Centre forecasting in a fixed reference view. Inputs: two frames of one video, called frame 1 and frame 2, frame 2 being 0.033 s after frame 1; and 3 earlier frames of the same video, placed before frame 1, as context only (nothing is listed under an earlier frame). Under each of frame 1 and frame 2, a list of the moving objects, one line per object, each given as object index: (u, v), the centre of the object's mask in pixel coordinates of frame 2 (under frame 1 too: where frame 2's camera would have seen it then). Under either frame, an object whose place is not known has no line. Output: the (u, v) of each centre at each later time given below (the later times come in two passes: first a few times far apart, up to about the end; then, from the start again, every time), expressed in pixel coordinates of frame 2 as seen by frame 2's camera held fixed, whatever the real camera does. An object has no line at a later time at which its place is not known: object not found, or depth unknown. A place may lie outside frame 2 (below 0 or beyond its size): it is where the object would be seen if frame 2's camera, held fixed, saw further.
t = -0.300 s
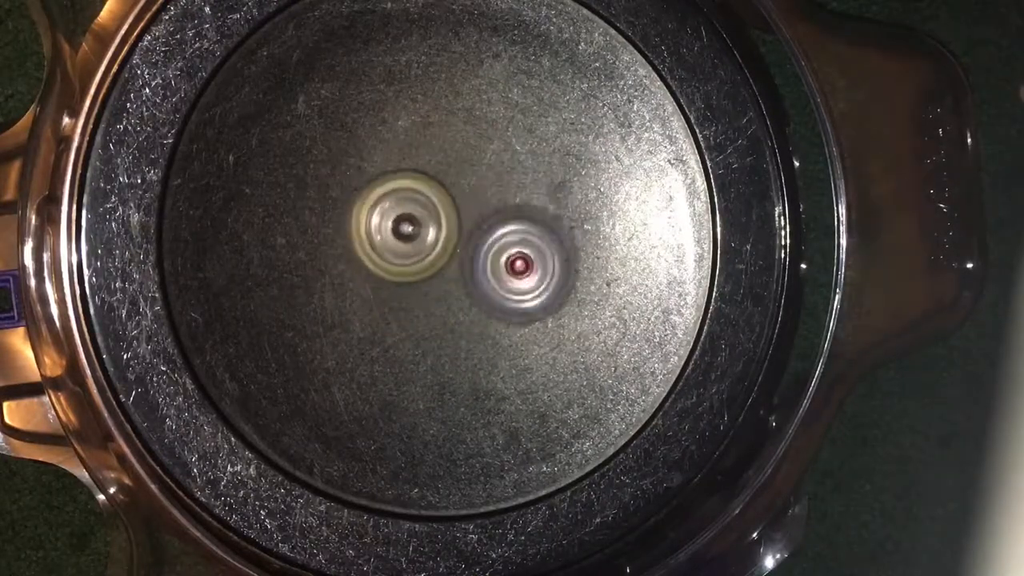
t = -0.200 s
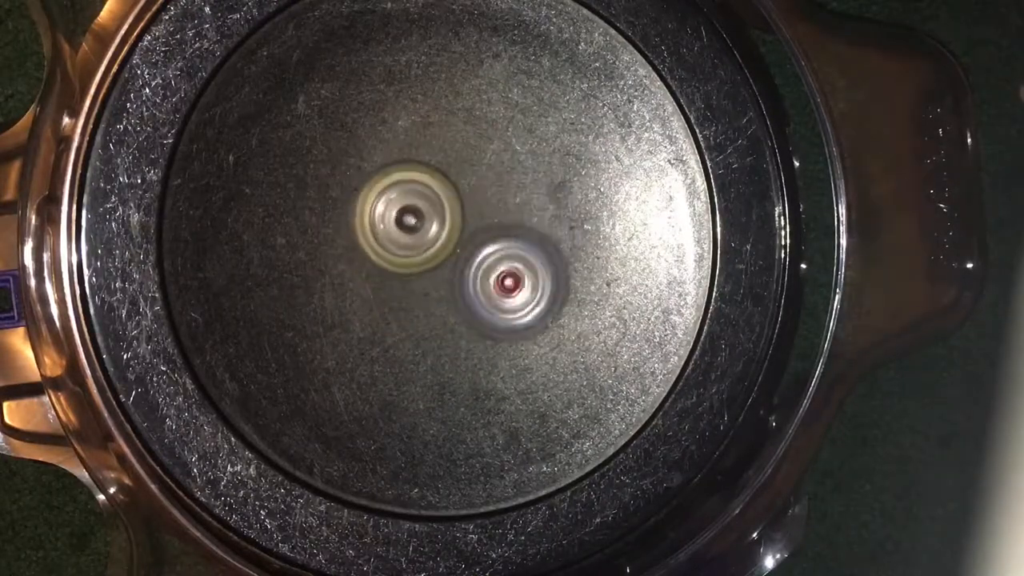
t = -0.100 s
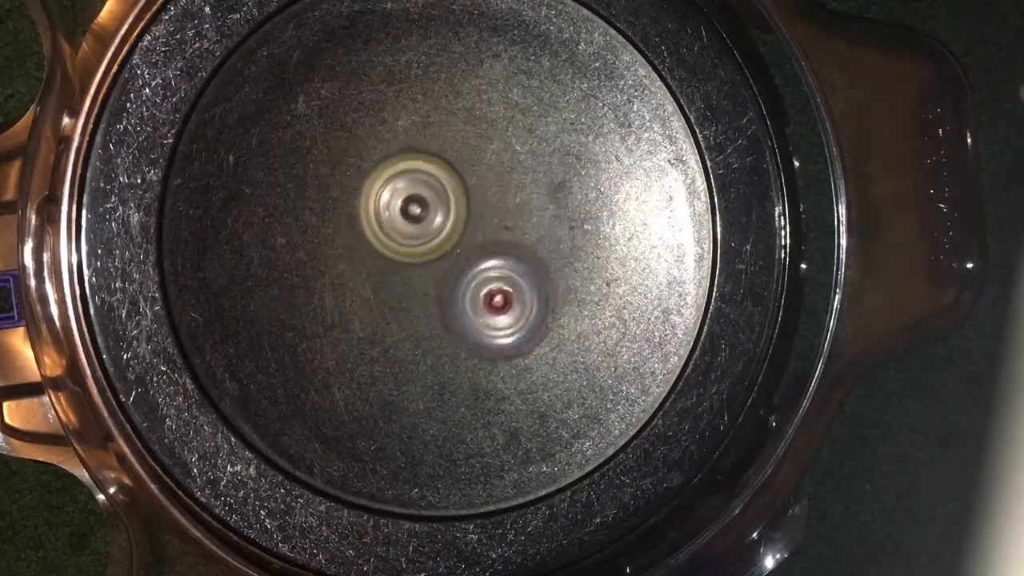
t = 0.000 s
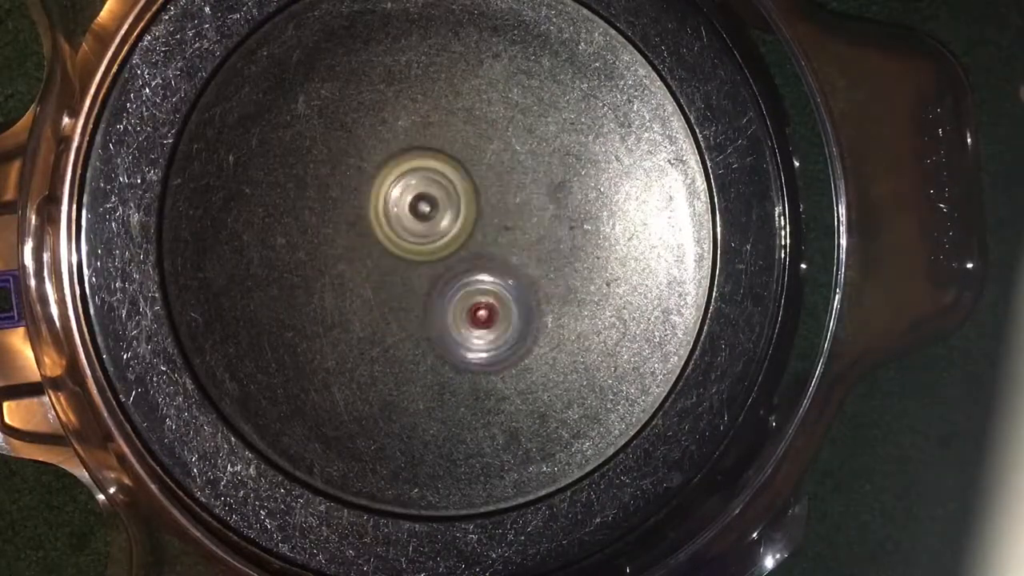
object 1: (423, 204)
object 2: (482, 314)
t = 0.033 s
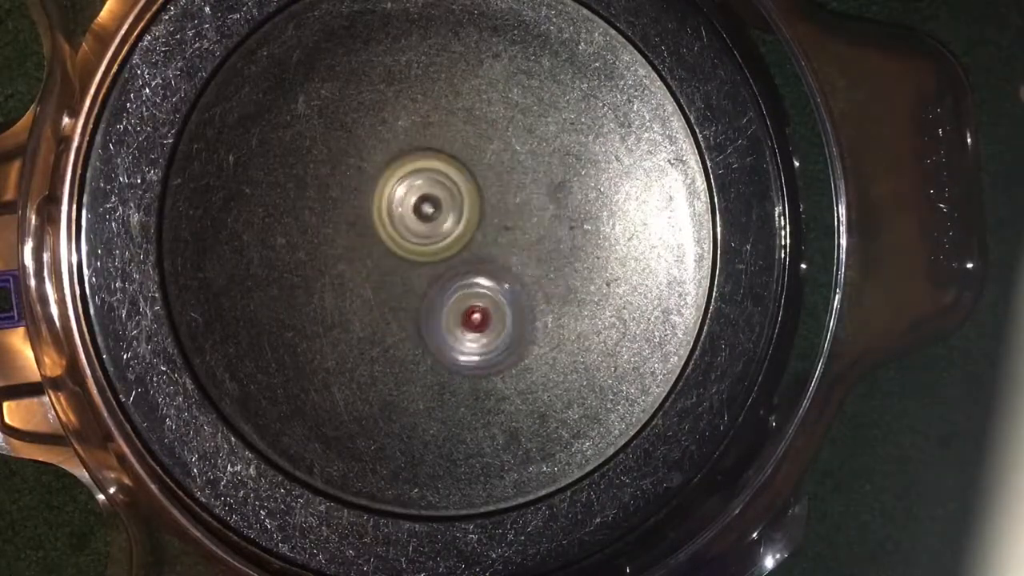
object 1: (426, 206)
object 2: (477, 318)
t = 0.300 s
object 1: (456, 212)
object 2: (429, 330)
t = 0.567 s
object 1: (482, 222)
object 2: (389, 301)
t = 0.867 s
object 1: (489, 243)
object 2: (370, 237)
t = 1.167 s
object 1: (476, 268)
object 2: (389, 186)
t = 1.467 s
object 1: (447, 286)
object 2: (442, 166)
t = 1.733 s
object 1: (420, 286)
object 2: (490, 185)
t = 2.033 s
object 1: (399, 265)
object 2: (518, 233)
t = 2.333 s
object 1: (398, 230)
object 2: (506, 283)
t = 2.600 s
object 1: (416, 205)
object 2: (468, 314)
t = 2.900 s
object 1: (453, 200)
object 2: (409, 318)
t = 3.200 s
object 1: (482, 227)
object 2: (326, 309)
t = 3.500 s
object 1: (503, 262)
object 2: (361, 238)
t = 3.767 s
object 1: (485, 274)
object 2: (381, 185)
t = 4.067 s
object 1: (450, 297)
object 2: (423, 130)
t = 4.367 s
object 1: (415, 293)
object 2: (448, 157)
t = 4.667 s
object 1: (394, 324)
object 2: (494, 120)
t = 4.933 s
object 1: (401, 290)
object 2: (519, 228)
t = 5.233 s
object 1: (427, 246)
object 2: (605, 201)
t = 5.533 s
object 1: (394, 237)
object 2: (589, 191)
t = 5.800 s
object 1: (400, 258)
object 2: (525, 228)
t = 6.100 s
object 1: (390, 278)
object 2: (511, 299)
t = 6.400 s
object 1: (395, 270)
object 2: (507, 316)
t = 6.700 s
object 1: (405, 243)
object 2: (524, 297)
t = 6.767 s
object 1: (404, 235)
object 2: (517, 286)
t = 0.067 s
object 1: (430, 207)
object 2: (470, 321)
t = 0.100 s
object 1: (434, 208)
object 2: (464, 324)
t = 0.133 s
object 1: (437, 208)
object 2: (457, 325)
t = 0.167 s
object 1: (441, 208)
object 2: (452, 328)
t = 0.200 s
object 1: (444, 209)
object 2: (446, 329)
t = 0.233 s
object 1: (448, 209)
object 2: (441, 330)
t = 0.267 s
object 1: (452, 210)
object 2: (435, 329)
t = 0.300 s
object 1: (456, 212)
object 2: (429, 330)
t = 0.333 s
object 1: (460, 212)
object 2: (424, 326)
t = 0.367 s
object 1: (464, 213)
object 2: (418, 324)
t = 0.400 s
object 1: (468, 214)
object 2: (412, 325)
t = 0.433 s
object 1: (471, 215)
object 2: (408, 318)
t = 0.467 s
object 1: (473, 217)
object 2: (405, 314)
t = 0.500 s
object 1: (477, 218)
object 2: (399, 309)
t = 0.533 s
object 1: (479, 220)
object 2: (395, 305)
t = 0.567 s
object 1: (482, 222)
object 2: (389, 301)
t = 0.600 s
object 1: (484, 224)
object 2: (385, 296)
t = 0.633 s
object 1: (487, 227)
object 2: (381, 287)
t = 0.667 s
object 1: (488, 229)
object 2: (376, 282)
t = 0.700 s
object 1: (490, 231)
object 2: (373, 275)
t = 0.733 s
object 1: (490, 234)
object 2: (371, 266)
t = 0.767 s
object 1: (490, 236)
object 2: (371, 258)
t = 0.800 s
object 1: (489, 238)
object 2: (371, 250)
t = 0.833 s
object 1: (489, 241)
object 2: (371, 243)
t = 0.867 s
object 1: (489, 243)
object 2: (370, 237)
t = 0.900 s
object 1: (490, 246)
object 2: (370, 231)
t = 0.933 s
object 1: (488, 249)
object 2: (369, 225)
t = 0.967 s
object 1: (487, 251)
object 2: (372, 218)
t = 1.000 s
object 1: (486, 254)
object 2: (374, 210)
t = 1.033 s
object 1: (486, 257)
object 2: (376, 205)
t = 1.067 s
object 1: (484, 260)
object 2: (379, 199)
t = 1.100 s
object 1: (482, 264)
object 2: (379, 195)
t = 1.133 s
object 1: (480, 266)
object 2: (385, 191)
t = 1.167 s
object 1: (476, 268)
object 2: (389, 186)
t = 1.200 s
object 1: (474, 270)
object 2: (394, 181)
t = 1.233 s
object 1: (471, 273)
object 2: (399, 178)
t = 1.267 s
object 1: (468, 275)
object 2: (406, 174)
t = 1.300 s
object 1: (464, 277)
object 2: (413, 171)
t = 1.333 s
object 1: (461, 280)
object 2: (419, 169)
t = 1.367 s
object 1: (458, 282)
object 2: (425, 168)
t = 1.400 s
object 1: (454, 283)
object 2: (431, 166)
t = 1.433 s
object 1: (451, 284)
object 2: (436, 166)
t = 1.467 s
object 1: (447, 286)
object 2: (442, 166)
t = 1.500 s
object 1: (443, 287)
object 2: (448, 167)
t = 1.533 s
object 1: (440, 288)
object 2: (455, 168)
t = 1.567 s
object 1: (436, 288)
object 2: (461, 171)
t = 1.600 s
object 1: (433, 288)
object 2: (468, 174)
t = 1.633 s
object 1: (429, 289)
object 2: (473, 176)
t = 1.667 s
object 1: (426, 289)
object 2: (479, 179)
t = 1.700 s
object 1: (422, 288)
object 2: (485, 181)
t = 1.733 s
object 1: (420, 286)
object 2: (490, 185)
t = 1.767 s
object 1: (417, 285)
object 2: (494, 190)
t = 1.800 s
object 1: (415, 282)
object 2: (498, 195)
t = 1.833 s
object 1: (412, 280)
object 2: (503, 200)
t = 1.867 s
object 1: (410, 278)
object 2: (506, 206)
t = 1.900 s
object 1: (407, 276)
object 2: (509, 212)
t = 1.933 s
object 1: (405, 274)
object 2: (513, 217)
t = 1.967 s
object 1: (403, 271)
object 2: (515, 223)
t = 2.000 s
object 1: (401, 268)
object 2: (517, 230)
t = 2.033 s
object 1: (399, 265)
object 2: (518, 233)
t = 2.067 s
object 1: (397, 261)
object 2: (519, 242)
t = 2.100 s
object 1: (396, 257)
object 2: (519, 248)
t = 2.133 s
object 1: (396, 254)
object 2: (518, 252)
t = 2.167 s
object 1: (397, 250)
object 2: (518, 258)
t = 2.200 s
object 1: (397, 247)
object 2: (517, 261)
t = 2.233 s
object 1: (397, 242)
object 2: (515, 267)
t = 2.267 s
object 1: (397, 238)
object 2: (513, 272)
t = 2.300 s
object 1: (397, 234)
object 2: (510, 279)
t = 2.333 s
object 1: (398, 230)
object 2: (506, 283)
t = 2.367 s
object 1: (398, 225)
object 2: (503, 289)
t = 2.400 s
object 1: (399, 220)
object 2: (500, 293)
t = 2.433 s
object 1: (401, 216)
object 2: (495, 298)
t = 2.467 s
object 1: (403, 212)
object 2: (491, 302)
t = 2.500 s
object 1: (406, 210)
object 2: (485, 304)
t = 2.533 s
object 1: (409, 208)
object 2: (479, 308)
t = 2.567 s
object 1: (412, 207)
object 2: (472, 310)
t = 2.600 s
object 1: (416, 205)
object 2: (468, 314)
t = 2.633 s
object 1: (419, 203)
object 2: (461, 316)
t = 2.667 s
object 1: (422, 201)
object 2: (456, 317)
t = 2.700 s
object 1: (426, 199)
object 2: (450, 319)
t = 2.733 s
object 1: (431, 198)
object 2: (446, 319)
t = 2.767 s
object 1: (435, 199)
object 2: (440, 319)
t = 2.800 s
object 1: (439, 200)
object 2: (433, 322)
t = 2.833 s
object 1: (443, 200)
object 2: (427, 318)
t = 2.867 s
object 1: (448, 200)
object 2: (418, 318)
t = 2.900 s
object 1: (453, 200)
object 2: (409, 318)
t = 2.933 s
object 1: (458, 202)
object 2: (399, 313)
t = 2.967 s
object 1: (463, 203)
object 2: (387, 310)
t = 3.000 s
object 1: (467, 206)
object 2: (372, 307)
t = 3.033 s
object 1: (470, 209)
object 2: (356, 307)
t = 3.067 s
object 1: (473, 211)
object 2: (343, 307)
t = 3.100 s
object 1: (476, 215)
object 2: (333, 308)
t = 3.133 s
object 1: (479, 219)
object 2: (327, 309)
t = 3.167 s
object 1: (480, 223)
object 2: (325, 309)
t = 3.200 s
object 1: (482, 227)
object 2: (326, 309)
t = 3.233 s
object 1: (483, 230)
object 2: (329, 308)
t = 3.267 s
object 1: (484, 235)
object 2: (334, 306)
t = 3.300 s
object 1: (484, 239)
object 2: (339, 300)
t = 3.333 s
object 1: (483, 243)
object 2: (352, 292)
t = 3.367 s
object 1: (482, 247)
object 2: (361, 282)
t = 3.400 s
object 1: (482, 251)
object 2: (367, 271)
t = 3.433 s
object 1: (492, 256)
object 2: (361, 264)
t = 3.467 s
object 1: (499, 259)
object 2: (361, 250)
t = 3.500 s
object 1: (503, 262)
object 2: (361, 238)
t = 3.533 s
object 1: (503, 265)
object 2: (360, 230)
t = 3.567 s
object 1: (503, 267)
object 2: (359, 220)
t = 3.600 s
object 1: (501, 269)
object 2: (360, 213)
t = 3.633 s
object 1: (499, 270)
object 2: (360, 206)
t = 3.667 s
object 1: (496, 271)
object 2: (367, 198)
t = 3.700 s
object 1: (493, 272)
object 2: (371, 193)
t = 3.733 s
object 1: (489, 273)
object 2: (375, 188)
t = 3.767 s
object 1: (485, 274)
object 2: (381, 185)
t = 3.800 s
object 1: (482, 274)
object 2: (385, 181)
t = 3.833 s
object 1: (477, 275)
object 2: (392, 178)
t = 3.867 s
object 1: (472, 275)
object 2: (398, 175)
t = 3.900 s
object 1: (467, 276)
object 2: (406, 172)
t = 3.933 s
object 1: (463, 278)
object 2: (418, 167)
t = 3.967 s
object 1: (461, 286)
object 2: (420, 157)
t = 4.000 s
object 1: (459, 293)
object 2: (420, 147)
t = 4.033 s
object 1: (454, 296)
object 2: (422, 137)
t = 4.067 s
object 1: (450, 297)
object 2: (423, 130)
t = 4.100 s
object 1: (445, 297)
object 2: (423, 126)
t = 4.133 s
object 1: (442, 296)
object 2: (423, 124)
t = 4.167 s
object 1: (438, 294)
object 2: (423, 125)
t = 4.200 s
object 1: (435, 292)
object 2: (423, 126)
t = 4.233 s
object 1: (432, 289)
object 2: (423, 132)
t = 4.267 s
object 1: (429, 286)
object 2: (424, 138)
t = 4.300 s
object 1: (426, 283)
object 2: (428, 148)
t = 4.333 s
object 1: (425, 279)
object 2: (435, 154)
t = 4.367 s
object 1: (415, 293)
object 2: (448, 157)
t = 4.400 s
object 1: (402, 316)
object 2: (459, 143)
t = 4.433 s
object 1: (393, 331)
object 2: (467, 136)
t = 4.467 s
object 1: (390, 336)
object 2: (476, 126)
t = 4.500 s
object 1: (387, 338)
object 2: (486, 121)
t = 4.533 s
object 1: (387, 337)
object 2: (491, 117)
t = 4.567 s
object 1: (388, 335)
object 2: (494, 114)
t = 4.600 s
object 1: (389, 332)
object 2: (494, 114)
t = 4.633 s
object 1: (391, 328)
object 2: (494, 114)
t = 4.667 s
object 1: (394, 324)
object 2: (494, 120)
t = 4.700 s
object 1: (396, 319)
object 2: (493, 124)
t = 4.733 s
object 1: (398, 314)
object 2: (494, 133)
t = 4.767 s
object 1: (399, 309)
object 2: (491, 148)
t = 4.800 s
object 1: (402, 303)
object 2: (489, 158)
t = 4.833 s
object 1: (404, 298)
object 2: (488, 175)
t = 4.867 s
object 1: (407, 292)
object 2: (491, 196)
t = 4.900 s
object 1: (406, 289)
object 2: (502, 217)
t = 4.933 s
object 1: (401, 290)
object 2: (519, 228)
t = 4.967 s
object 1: (399, 288)
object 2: (531, 234)
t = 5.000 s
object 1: (400, 283)
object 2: (547, 239)
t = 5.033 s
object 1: (402, 277)
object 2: (564, 242)
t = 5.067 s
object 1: (405, 271)
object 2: (578, 242)
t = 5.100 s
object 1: (409, 265)
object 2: (592, 239)
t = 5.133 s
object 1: (413, 260)
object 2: (603, 233)
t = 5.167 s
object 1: (418, 256)
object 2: (611, 222)
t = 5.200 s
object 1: (422, 251)
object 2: (611, 209)
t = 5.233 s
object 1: (427, 246)
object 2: (605, 201)
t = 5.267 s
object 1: (433, 242)
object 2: (594, 194)
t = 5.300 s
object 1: (438, 237)
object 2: (578, 190)
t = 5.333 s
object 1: (443, 234)
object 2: (564, 189)
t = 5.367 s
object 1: (438, 233)
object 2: (554, 195)
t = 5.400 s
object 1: (417, 235)
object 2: (565, 194)
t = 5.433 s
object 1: (402, 237)
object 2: (572, 195)
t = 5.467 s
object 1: (395, 237)
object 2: (580, 195)
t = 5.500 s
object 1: (393, 237)
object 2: (587, 193)
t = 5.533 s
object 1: (394, 237)
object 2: (589, 191)
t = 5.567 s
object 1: (396, 239)
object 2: (589, 189)
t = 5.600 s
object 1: (398, 241)
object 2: (587, 188)
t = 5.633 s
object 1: (401, 244)
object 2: (580, 189)
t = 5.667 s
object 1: (404, 246)
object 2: (573, 190)
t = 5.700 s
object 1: (406, 249)
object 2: (564, 193)
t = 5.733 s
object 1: (409, 251)
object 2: (546, 205)
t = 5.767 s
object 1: (412, 254)
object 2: (532, 213)
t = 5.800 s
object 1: (400, 258)
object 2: (525, 228)
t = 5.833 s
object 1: (390, 261)
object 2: (526, 235)
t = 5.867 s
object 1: (387, 262)
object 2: (526, 245)
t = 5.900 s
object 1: (386, 264)
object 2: (526, 253)
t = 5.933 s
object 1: (386, 267)
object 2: (526, 261)
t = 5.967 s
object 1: (386, 270)
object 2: (524, 271)
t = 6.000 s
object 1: (387, 272)
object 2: (521, 280)
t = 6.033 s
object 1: (388, 275)
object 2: (520, 286)
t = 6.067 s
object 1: (389, 276)
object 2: (516, 294)
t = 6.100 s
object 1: (390, 278)
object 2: (511, 299)
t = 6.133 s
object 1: (386, 278)
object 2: (511, 304)
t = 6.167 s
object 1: (384, 278)
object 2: (516, 313)
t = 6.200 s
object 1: (384, 277)
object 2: (517, 317)
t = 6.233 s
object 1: (385, 276)
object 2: (518, 321)
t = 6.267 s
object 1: (387, 275)
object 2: (518, 322)
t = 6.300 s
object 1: (389, 274)
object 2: (517, 322)
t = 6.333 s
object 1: (391, 273)
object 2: (517, 322)
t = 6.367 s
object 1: (393, 271)
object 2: (513, 320)
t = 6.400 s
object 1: (395, 270)
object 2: (507, 316)
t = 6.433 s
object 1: (395, 267)
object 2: (503, 316)
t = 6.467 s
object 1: (391, 262)
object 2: (507, 317)
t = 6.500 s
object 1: (390, 257)
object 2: (515, 319)
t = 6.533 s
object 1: (392, 254)
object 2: (520, 320)
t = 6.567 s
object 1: (394, 251)
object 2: (524, 319)
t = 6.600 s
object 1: (396, 249)
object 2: (526, 316)
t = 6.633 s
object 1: (399, 247)
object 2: (527, 313)
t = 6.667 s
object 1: (401, 245)
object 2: (524, 306)
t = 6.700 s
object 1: (405, 243)
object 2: (524, 297)
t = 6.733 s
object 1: (408, 241)
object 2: (519, 288)
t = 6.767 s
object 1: (404, 235)
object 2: (517, 286)
